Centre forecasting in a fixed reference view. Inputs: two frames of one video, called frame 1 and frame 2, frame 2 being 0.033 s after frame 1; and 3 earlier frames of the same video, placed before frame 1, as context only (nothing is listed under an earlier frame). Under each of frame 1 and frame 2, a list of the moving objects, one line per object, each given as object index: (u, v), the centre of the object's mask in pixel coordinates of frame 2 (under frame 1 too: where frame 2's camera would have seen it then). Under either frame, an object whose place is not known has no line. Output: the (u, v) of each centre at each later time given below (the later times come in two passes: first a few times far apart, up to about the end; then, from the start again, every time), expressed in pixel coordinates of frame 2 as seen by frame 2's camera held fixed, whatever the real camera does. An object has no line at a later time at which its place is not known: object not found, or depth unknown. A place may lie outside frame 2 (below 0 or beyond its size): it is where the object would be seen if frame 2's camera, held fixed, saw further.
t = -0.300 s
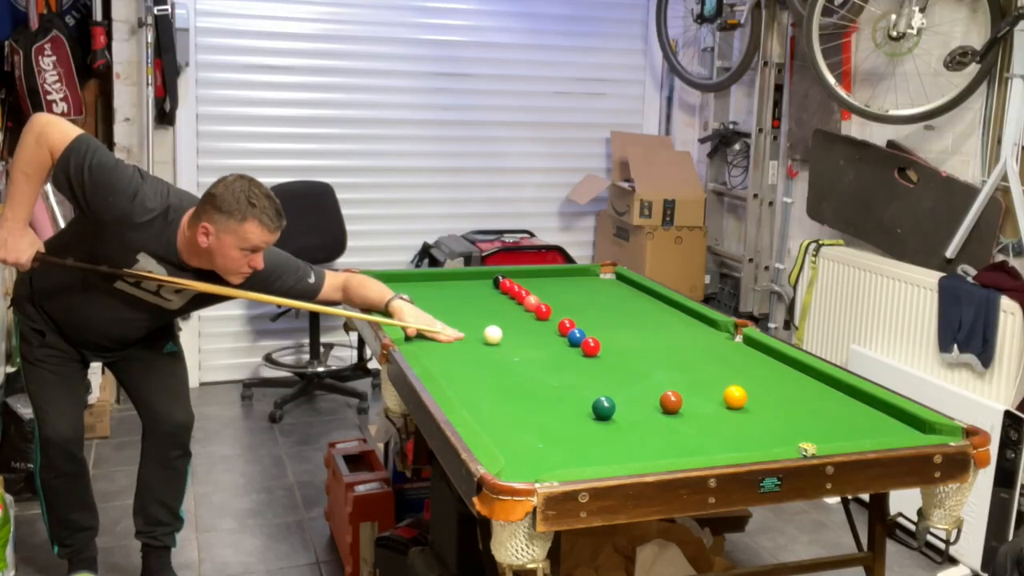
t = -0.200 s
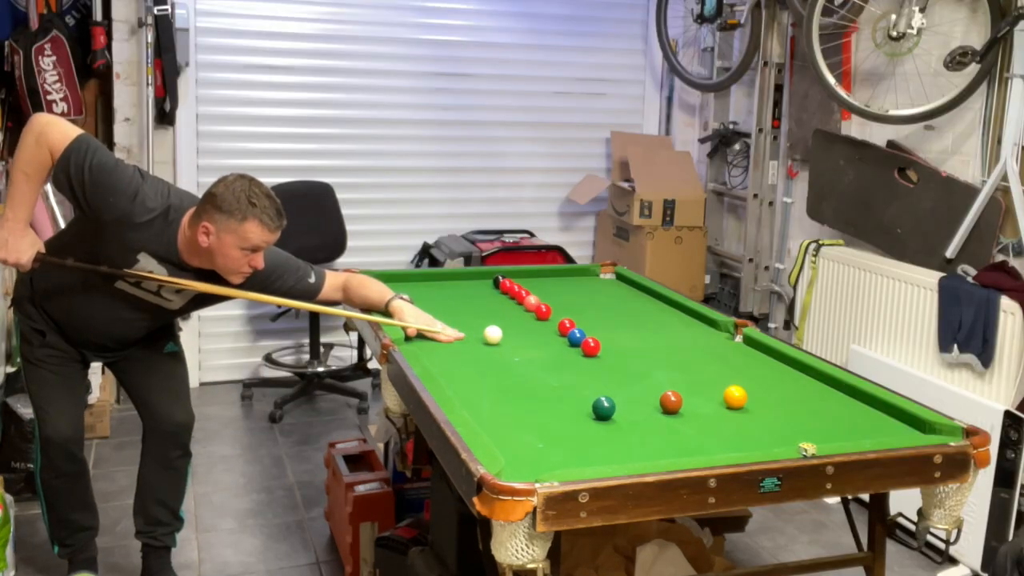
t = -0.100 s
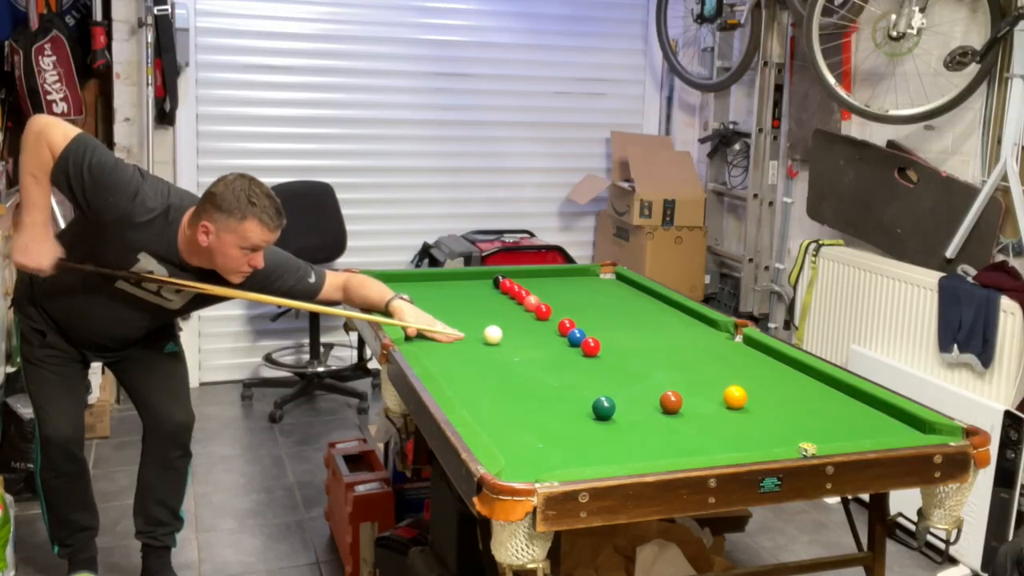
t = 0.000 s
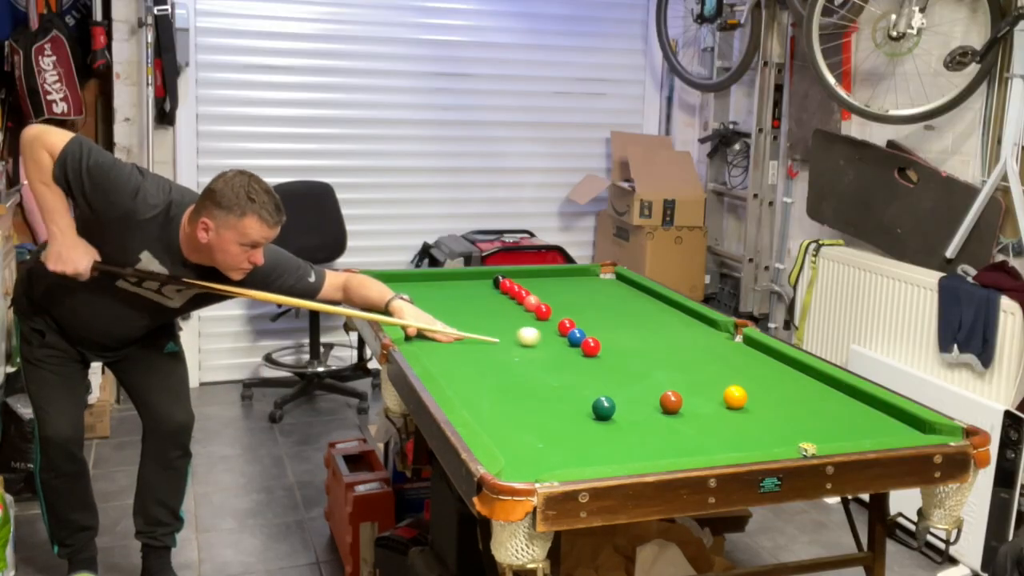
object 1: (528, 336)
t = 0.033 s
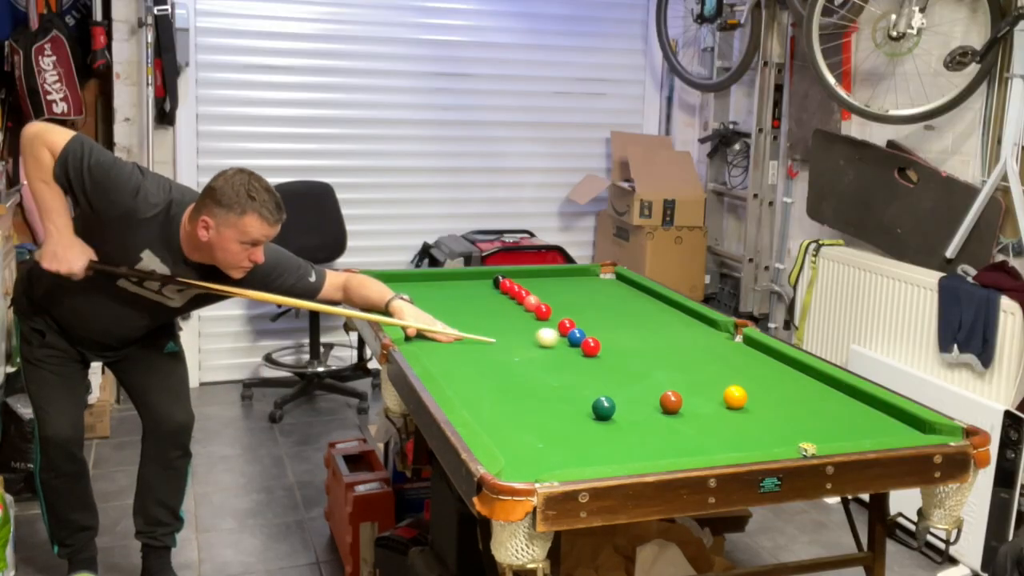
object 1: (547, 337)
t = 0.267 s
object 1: (563, 345)
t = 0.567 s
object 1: (564, 354)
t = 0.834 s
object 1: (565, 361)
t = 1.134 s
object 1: (568, 368)
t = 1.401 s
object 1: (570, 373)
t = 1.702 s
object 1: (571, 378)
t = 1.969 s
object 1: (573, 381)
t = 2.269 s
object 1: (574, 383)
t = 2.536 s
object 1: (575, 383)
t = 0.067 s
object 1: (559, 338)
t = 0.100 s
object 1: (561, 340)
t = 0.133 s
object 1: (562, 341)
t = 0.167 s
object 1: (562, 342)
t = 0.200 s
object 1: (562, 343)
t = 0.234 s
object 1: (563, 344)
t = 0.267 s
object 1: (563, 345)
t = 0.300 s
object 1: (563, 346)
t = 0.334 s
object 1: (563, 347)
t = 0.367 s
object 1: (563, 348)
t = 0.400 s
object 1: (563, 349)
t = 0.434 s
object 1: (563, 350)
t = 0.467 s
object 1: (563, 351)
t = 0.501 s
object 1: (564, 352)
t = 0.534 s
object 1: (564, 353)
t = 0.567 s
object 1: (564, 354)
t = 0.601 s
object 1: (564, 355)
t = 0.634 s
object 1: (564, 356)
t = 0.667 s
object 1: (564, 356)
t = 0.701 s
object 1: (565, 357)
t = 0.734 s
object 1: (565, 358)
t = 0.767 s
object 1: (565, 359)
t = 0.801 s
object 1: (565, 360)
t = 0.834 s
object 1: (565, 361)
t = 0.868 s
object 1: (566, 362)
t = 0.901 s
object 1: (566, 362)
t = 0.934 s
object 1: (566, 363)
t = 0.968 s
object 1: (567, 364)
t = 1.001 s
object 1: (567, 365)
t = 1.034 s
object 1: (567, 366)
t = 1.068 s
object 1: (567, 366)
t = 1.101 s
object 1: (568, 367)
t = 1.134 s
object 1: (568, 368)
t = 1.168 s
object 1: (568, 369)
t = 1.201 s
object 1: (568, 369)
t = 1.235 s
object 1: (569, 370)
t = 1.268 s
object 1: (569, 371)
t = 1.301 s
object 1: (569, 371)
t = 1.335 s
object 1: (569, 372)
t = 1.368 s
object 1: (570, 373)
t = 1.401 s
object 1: (570, 373)
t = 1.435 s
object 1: (570, 374)
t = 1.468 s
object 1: (570, 375)
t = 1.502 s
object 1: (570, 375)
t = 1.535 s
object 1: (571, 376)
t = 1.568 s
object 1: (571, 376)
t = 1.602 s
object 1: (571, 377)
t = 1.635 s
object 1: (571, 377)
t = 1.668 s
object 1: (571, 378)
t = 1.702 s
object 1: (571, 378)
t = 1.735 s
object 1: (572, 379)
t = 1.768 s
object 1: (572, 379)
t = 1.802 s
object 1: (572, 380)
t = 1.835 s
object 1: (572, 380)
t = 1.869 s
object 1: (572, 380)
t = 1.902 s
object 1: (572, 380)
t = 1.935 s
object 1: (572, 381)
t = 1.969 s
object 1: (573, 381)
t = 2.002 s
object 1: (573, 381)
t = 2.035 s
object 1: (573, 382)
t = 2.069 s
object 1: (573, 382)
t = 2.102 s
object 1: (574, 382)
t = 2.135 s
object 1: (574, 382)
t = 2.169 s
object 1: (574, 383)
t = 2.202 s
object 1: (574, 383)
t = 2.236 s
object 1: (574, 383)
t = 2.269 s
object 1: (574, 383)
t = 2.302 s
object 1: (575, 383)
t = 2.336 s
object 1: (575, 383)
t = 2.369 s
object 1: (575, 383)
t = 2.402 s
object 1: (575, 383)
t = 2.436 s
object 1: (575, 383)
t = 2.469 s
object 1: (575, 383)
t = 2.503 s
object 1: (575, 383)
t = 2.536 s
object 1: (575, 383)
